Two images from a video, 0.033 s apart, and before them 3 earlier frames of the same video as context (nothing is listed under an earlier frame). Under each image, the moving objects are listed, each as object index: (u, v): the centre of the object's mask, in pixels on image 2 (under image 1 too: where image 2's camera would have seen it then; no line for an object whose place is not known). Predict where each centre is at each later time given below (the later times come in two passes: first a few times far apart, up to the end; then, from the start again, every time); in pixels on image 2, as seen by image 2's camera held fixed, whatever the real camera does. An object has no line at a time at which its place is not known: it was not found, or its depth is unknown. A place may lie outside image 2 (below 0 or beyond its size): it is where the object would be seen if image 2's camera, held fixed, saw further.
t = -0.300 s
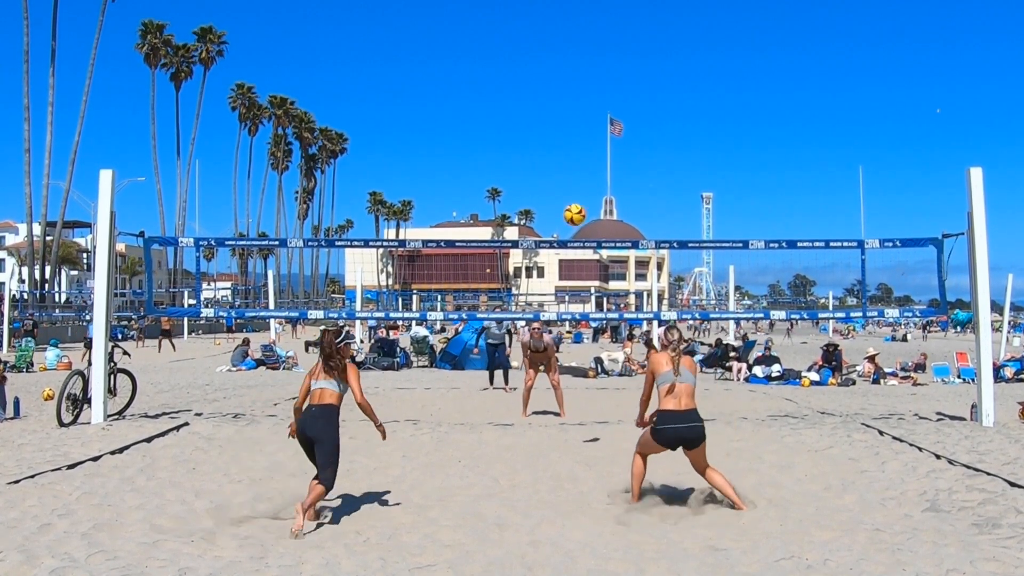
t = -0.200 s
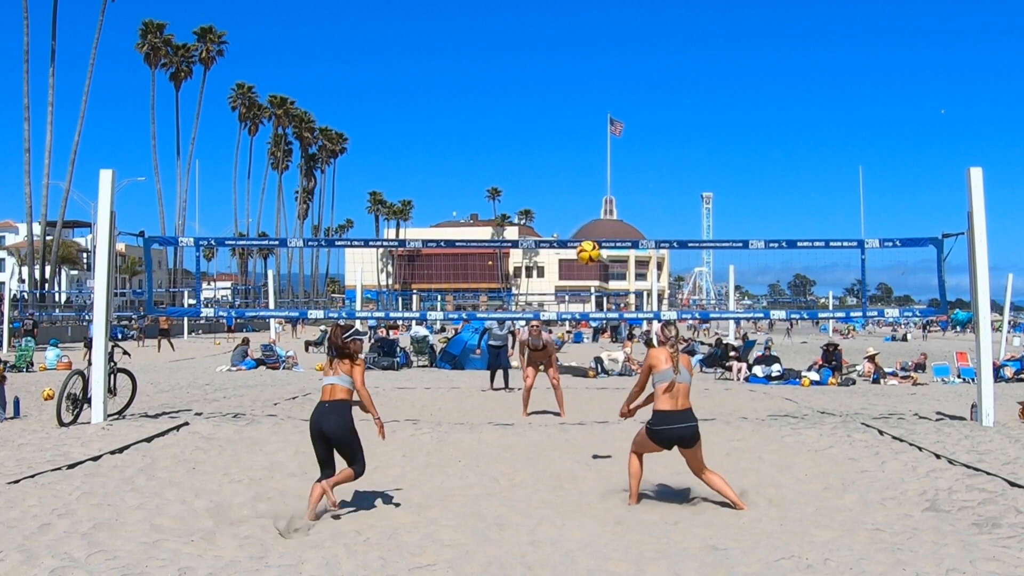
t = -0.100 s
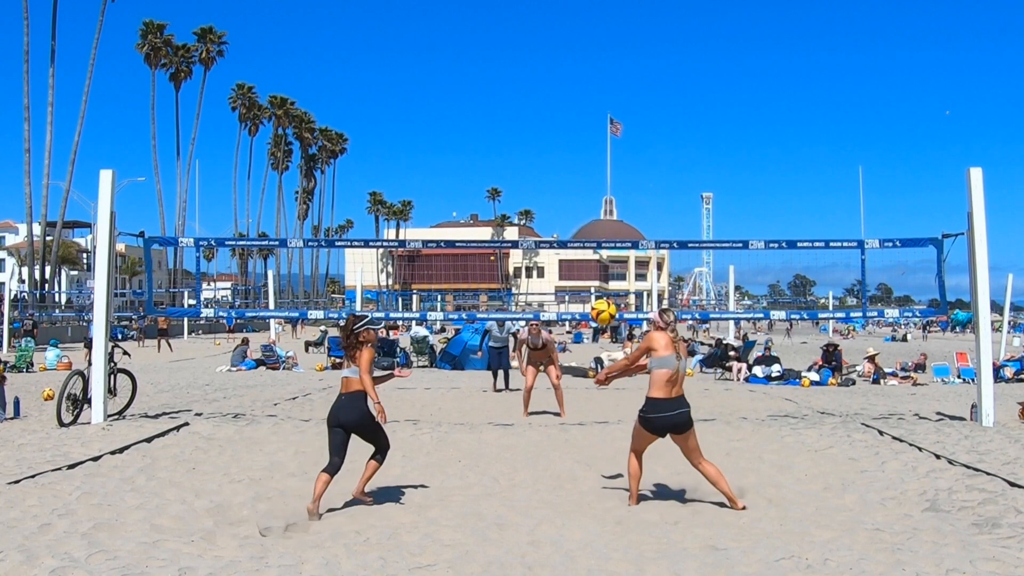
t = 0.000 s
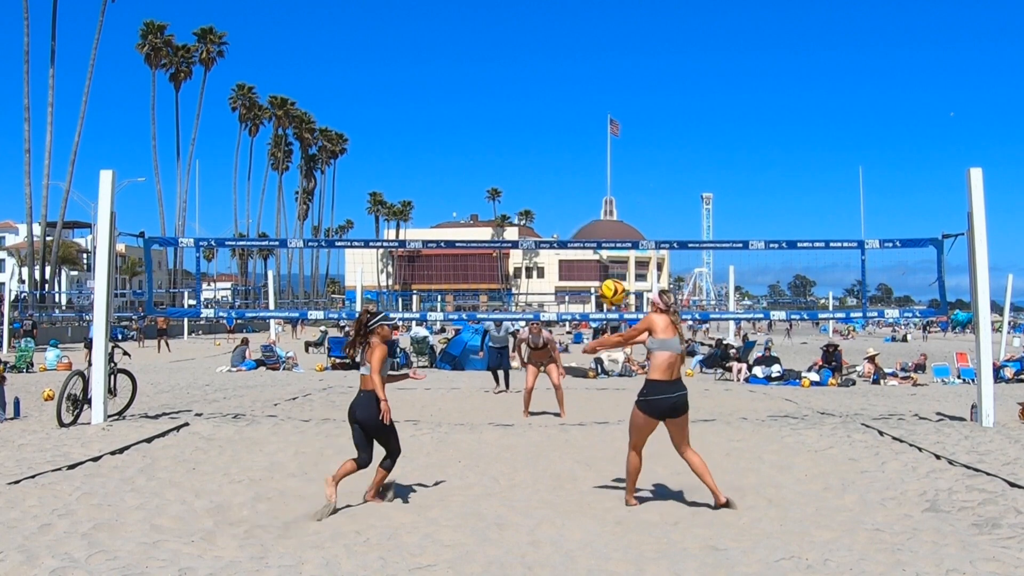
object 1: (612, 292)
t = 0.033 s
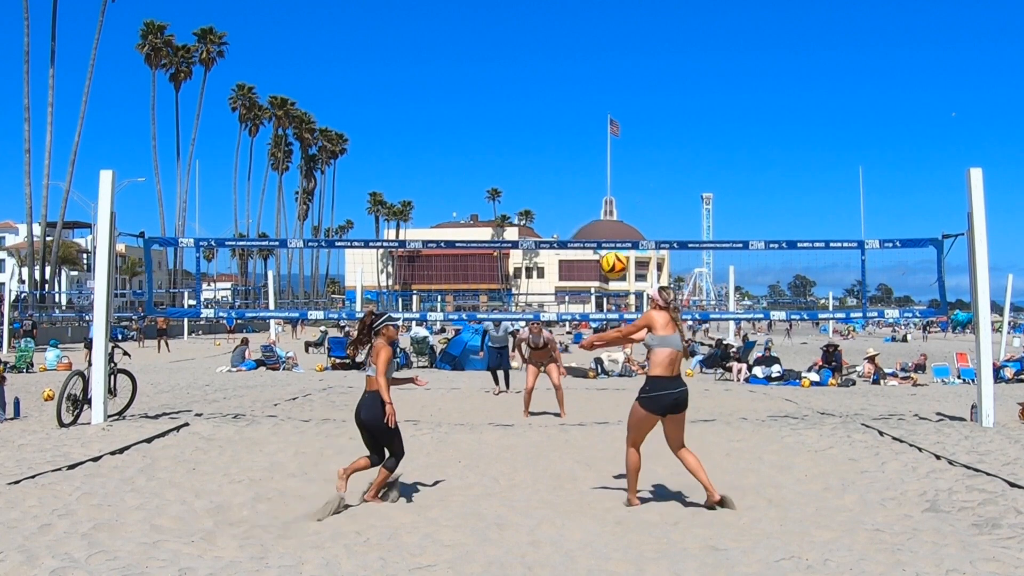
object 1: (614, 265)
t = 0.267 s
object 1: (621, 115)
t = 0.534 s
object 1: (631, 38)
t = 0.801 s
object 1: (642, 46)
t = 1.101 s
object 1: (653, 146)
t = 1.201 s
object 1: (655, 200)
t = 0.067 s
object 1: (614, 238)
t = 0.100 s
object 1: (615, 214)
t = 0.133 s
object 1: (616, 191)
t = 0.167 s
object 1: (618, 169)
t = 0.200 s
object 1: (619, 149)
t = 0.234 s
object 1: (620, 131)
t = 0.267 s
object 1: (621, 115)
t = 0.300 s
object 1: (623, 100)
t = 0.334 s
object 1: (624, 87)
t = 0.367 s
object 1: (626, 76)
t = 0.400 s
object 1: (627, 66)
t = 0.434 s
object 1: (628, 57)
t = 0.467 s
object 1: (629, 50)
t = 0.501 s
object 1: (630, 43)
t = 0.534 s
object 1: (631, 38)
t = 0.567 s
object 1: (633, 35)
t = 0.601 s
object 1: (634, 32)
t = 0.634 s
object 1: (636, 32)
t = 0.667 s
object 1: (637, 32)
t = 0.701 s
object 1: (638, 33)
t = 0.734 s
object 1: (640, 37)
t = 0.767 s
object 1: (641, 40)
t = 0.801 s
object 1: (642, 46)
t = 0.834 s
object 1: (643, 52)
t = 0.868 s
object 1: (644, 60)
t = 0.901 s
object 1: (645, 68)
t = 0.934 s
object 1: (647, 78)
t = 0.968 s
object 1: (648, 90)
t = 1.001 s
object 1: (649, 102)
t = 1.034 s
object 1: (650, 116)
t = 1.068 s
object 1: (652, 130)
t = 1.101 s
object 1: (653, 146)
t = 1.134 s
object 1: (653, 163)
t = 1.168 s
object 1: (654, 181)
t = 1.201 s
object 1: (655, 200)
